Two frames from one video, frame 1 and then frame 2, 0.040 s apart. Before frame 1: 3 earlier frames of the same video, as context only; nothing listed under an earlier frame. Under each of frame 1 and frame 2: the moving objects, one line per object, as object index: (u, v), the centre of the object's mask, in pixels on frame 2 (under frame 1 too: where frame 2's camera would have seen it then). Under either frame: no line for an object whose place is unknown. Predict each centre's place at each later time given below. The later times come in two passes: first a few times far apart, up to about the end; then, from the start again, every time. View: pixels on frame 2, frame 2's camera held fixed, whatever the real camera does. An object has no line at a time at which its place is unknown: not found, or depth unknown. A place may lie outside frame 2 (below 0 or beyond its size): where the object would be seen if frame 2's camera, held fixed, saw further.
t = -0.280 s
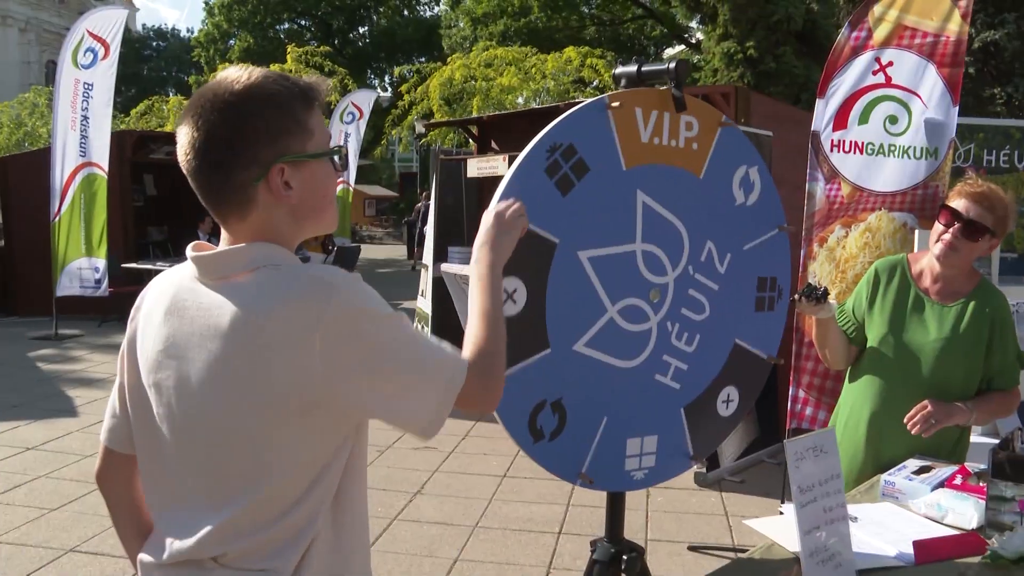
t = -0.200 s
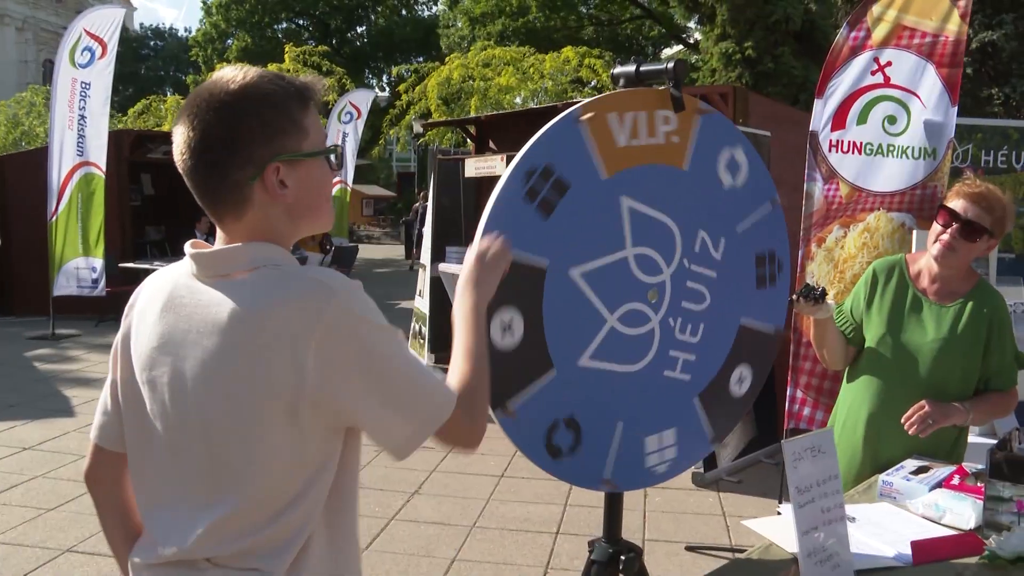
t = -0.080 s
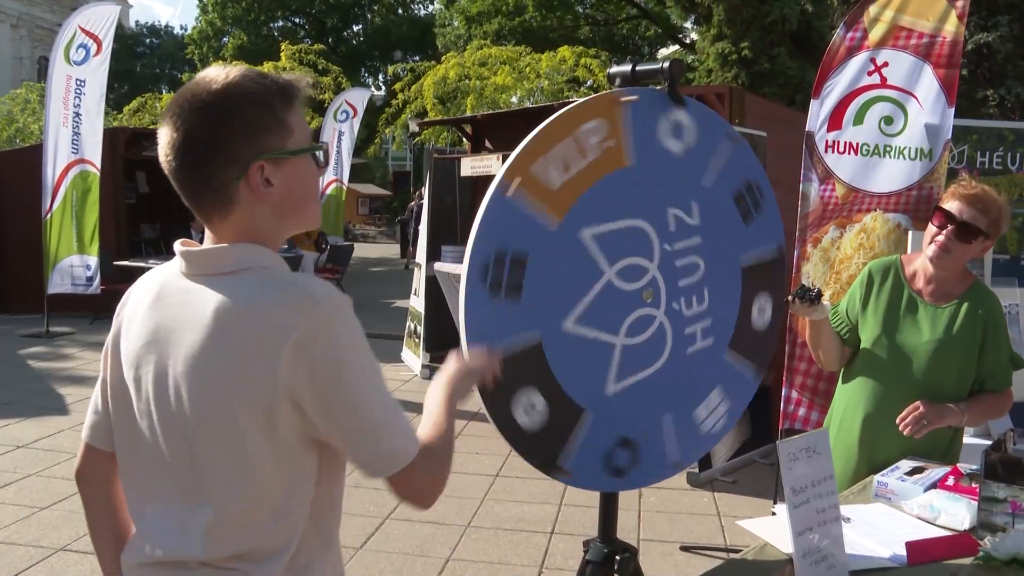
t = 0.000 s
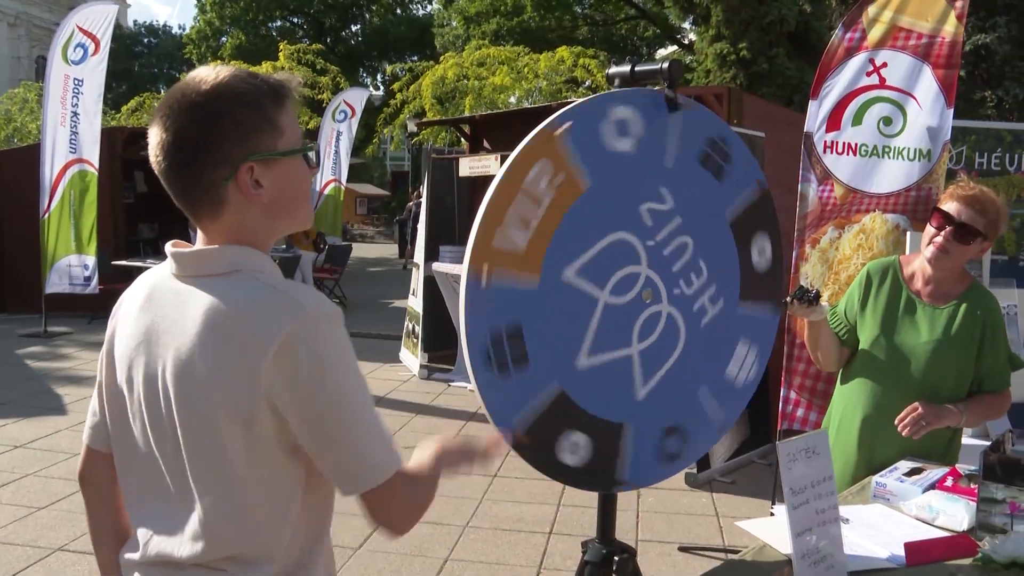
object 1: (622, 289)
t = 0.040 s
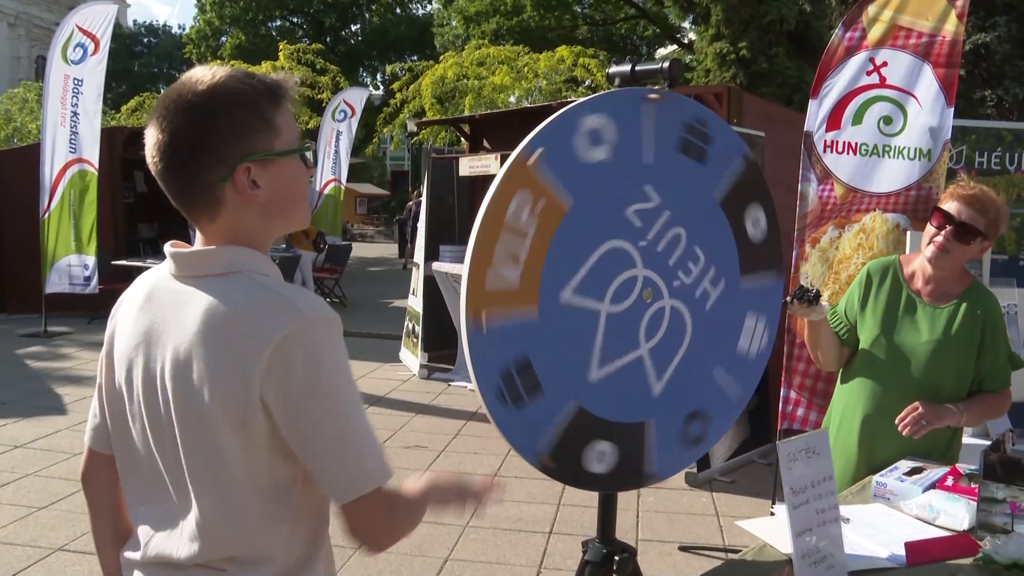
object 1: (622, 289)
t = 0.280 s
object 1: (622, 289)
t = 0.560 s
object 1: (622, 289)
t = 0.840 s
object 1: (622, 289)
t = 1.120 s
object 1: (622, 290)
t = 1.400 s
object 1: (622, 290)
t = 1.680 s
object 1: (622, 289)
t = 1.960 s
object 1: (622, 290)
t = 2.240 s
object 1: (622, 290)
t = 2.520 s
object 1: (622, 290)
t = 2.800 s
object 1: (623, 290)
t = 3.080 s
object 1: (623, 290)
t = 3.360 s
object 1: (622, 290)
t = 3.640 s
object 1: (622, 289)
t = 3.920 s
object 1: (622, 289)
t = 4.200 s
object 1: (622, 290)
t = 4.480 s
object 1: (622, 290)
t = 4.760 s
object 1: (625, 291)
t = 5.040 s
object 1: (633, 296)
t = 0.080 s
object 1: (622, 289)
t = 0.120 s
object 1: (622, 289)
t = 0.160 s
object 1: (622, 289)
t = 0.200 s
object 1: (622, 289)
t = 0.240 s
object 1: (622, 289)
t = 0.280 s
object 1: (622, 289)
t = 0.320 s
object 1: (622, 289)
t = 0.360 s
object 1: (622, 289)
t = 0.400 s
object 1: (622, 289)
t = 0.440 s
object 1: (622, 289)
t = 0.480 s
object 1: (622, 289)
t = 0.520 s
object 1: (622, 289)
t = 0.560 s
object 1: (622, 289)
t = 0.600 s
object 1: (622, 289)
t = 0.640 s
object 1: (622, 289)
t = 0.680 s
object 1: (622, 289)
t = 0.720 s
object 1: (622, 289)
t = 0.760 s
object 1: (622, 289)
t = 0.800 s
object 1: (622, 290)
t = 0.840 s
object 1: (622, 289)
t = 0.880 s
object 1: (622, 290)
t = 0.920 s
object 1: (622, 289)
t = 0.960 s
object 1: (622, 290)
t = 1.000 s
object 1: (622, 289)
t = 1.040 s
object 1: (622, 290)
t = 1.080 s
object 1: (622, 290)
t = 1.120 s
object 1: (622, 290)
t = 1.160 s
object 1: (622, 289)
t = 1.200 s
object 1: (622, 290)
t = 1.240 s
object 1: (622, 290)
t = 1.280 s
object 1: (622, 290)
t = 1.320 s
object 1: (622, 290)
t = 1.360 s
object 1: (622, 290)
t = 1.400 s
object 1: (622, 290)
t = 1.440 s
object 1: (622, 290)
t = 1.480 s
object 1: (623, 290)
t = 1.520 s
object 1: (622, 290)
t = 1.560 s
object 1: (622, 290)
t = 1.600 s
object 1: (622, 290)
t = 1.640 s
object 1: (622, 290)
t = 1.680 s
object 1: (622, 289)
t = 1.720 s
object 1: (622, 290)
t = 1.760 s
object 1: (623, 290)
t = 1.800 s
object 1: (622, 290)
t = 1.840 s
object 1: (622, 290)
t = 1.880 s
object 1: (622, 289)
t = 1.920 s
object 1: (622, 290)
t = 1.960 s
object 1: (622, 290)
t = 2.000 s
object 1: (622, 290)
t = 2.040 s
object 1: (622, 290)
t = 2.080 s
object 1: (622, 290)
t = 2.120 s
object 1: (622, 290)
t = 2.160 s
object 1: (622, 290)
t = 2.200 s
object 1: (622, 290)
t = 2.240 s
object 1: (622, 290)
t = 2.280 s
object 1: (622, 290)
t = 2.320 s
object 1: (622, 290)
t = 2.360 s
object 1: (622, 290)
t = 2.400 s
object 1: (622, 290)
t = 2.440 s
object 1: (622, 290)
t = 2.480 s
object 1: (622, 290)
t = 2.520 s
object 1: (622, 290)
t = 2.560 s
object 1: (622, 290)
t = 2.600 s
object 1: (623, 290)
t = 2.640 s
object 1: (623, 290)
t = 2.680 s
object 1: (623, 290)
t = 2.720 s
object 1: (623, 290)
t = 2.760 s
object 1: (623, 291)
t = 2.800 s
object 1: (623, 290)
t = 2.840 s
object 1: (623, 290)
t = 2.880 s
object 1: (623, 290)
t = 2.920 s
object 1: (623, 290)
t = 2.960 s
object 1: (623, 290)
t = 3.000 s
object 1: (623, 290)
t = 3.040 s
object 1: (623, 290)
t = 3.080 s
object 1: (623, 290)
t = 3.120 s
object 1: (623, 290)
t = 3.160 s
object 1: (623, 290)
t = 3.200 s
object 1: (623, 289)
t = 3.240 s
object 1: (623, 290)
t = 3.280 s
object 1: (623, 290)
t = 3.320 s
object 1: (623, 290)
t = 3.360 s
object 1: (622, 290)
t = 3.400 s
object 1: (622, 289)
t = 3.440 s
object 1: (622, 290)
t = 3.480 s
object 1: (622, 290)
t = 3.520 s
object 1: (622, 290)
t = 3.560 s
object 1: (622, 290)
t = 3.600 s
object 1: (622, 289)
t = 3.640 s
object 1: (622, 289)
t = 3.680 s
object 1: (622, 289)
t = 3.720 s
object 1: (622, 289)
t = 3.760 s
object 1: (622, 289)
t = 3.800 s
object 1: (622, 290)
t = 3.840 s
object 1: (622, 289)
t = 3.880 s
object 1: (622, 290)
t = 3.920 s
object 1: (622, 289)
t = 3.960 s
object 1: (622, 290)
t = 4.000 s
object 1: (622, 290)
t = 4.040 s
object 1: (622, 290)
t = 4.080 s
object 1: (622, 290)
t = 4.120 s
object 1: (622, 290)
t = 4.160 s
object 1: (622, 290)
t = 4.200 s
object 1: (622, 290)
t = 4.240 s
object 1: (622, 290)
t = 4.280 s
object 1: (622, 290)
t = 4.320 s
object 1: (622, 290)
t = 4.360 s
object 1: (622, 290)
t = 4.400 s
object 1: (622, 290)
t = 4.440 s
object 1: (622, 290)
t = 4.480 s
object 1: (622, 290)
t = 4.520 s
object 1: (622, 290)
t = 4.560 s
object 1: (622, 290)
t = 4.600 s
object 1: (623, 290)
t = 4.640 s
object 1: (623, 290)
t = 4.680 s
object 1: (623, 291)
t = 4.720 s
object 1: (624, 291)
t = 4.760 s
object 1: (625, 291)
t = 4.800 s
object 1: (625, 291)
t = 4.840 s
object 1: (626, 292)
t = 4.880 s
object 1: (627, 292)
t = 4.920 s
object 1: (629, 293)
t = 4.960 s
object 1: (630, 294)
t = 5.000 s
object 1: (631, 294)
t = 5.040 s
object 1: (633, 296)
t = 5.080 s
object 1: (633, 296)
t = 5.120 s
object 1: (633, 296)
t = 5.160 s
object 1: (633, 297)
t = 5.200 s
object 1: (633, 296)
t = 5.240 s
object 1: (633, 296)
